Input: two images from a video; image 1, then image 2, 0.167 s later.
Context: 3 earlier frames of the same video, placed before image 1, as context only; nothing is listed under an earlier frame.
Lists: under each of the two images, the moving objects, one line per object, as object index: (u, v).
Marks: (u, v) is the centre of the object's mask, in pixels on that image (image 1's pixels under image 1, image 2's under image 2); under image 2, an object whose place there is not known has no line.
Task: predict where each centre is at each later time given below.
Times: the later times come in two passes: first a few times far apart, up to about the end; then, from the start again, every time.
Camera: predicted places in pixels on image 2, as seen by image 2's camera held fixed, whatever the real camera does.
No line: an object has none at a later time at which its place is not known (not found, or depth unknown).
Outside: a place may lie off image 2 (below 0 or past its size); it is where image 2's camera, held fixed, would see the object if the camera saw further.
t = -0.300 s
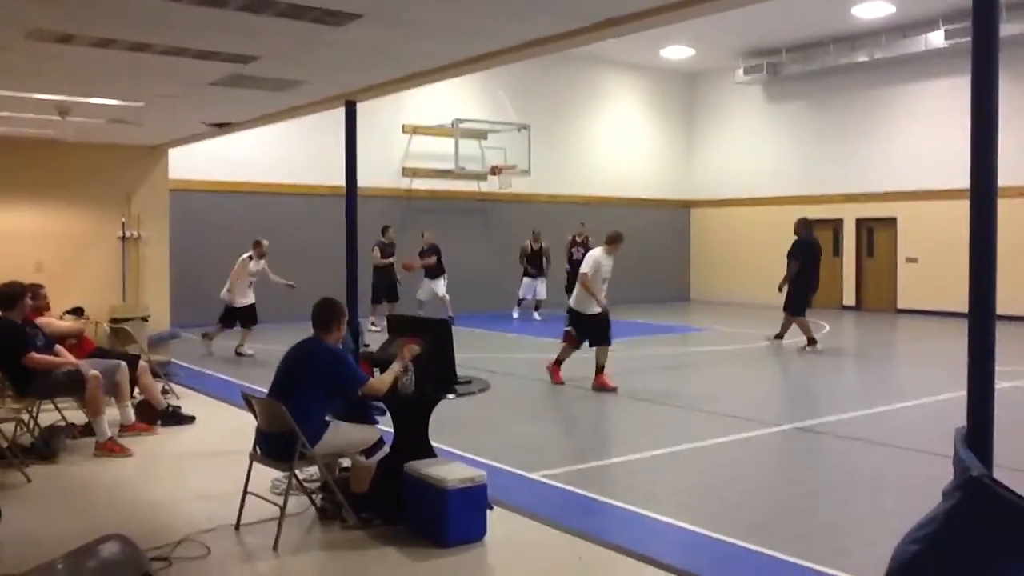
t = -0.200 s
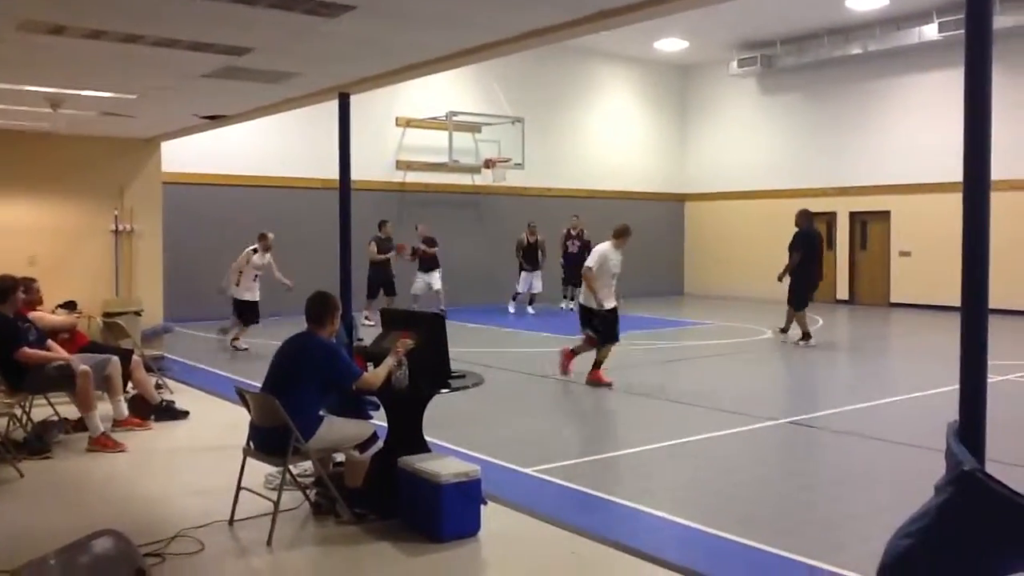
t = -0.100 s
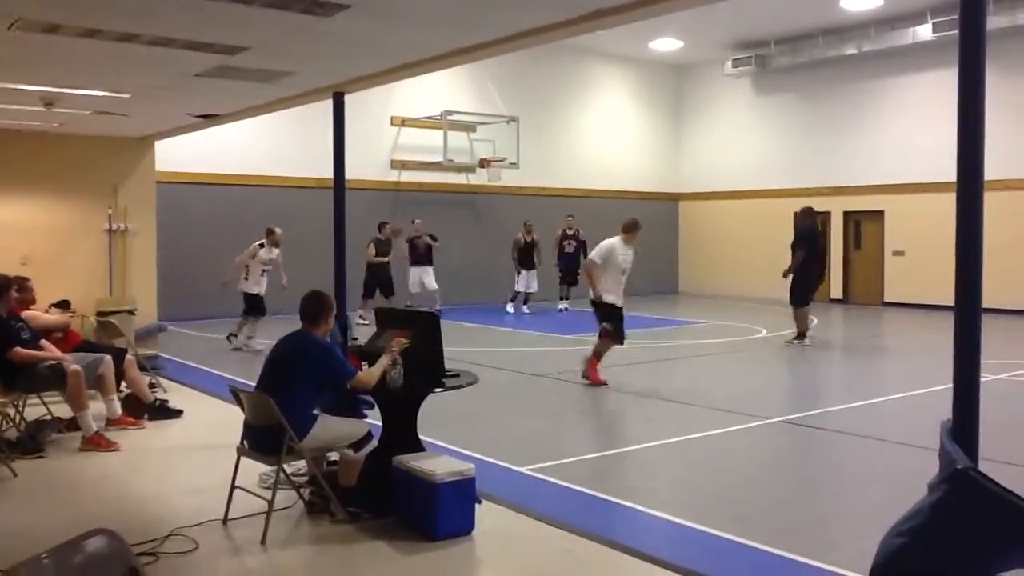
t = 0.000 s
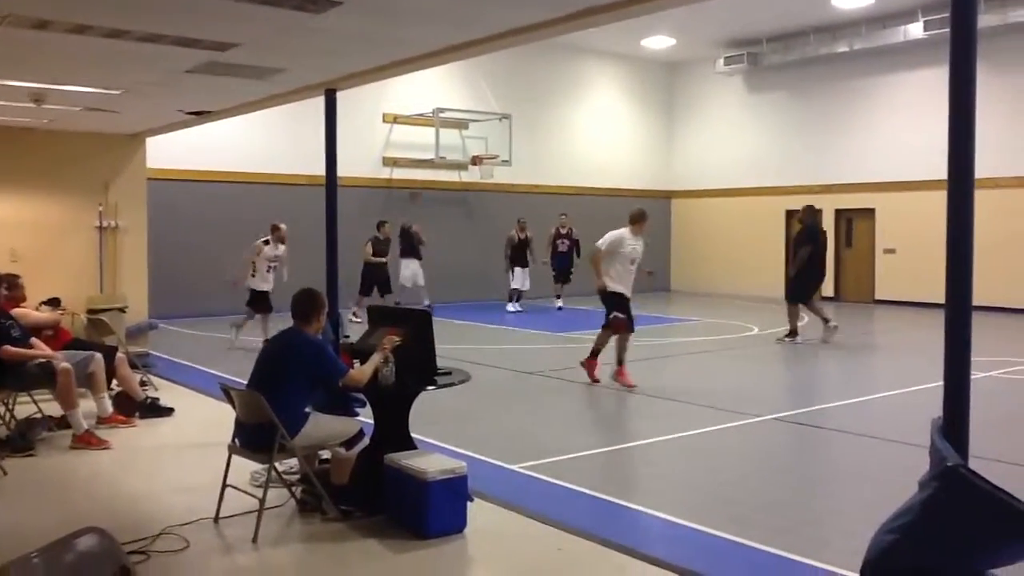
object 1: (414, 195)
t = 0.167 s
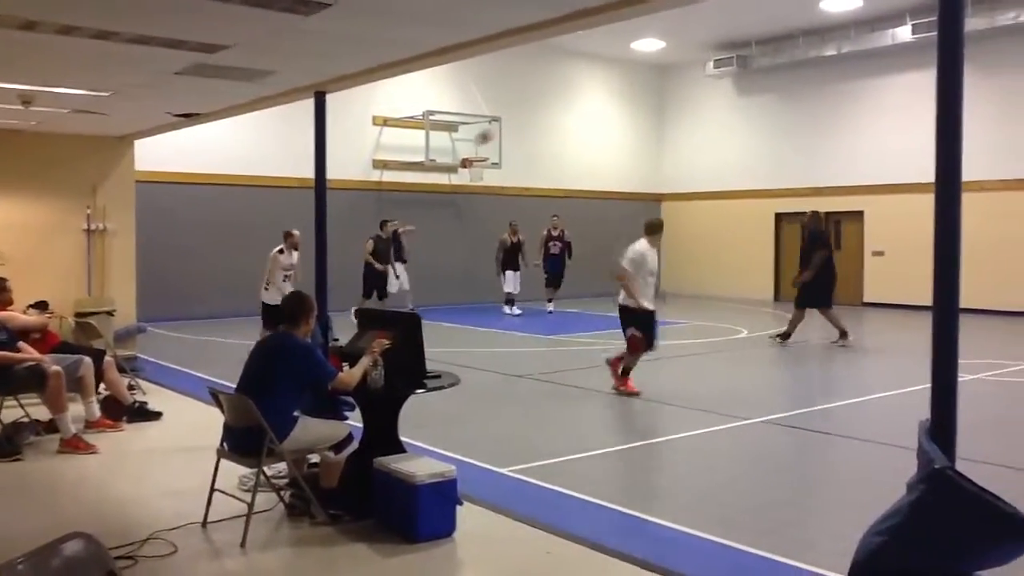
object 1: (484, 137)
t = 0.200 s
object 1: (500, 126)
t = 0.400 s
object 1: (610, 71)
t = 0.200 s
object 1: (500, 126)
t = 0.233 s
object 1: (518, 116)
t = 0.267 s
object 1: (536, 107)
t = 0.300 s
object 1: (554, 97)
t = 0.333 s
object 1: (572, 88)
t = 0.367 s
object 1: (591, 79)
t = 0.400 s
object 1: (610, 71)
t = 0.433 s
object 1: (629, 64)
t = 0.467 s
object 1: (649, 57)
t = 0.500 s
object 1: (670, 49)
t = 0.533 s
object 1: (692, 42)
